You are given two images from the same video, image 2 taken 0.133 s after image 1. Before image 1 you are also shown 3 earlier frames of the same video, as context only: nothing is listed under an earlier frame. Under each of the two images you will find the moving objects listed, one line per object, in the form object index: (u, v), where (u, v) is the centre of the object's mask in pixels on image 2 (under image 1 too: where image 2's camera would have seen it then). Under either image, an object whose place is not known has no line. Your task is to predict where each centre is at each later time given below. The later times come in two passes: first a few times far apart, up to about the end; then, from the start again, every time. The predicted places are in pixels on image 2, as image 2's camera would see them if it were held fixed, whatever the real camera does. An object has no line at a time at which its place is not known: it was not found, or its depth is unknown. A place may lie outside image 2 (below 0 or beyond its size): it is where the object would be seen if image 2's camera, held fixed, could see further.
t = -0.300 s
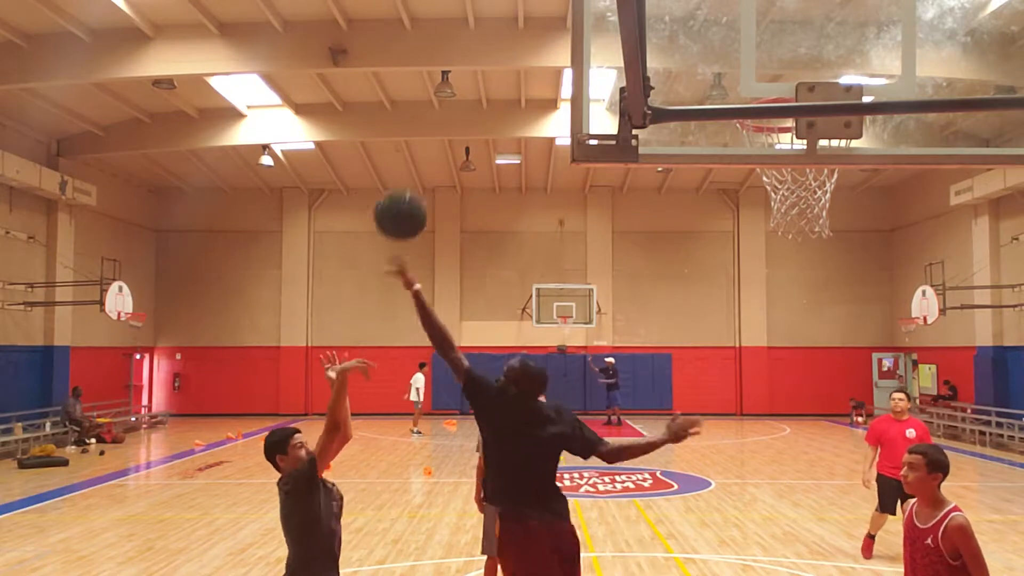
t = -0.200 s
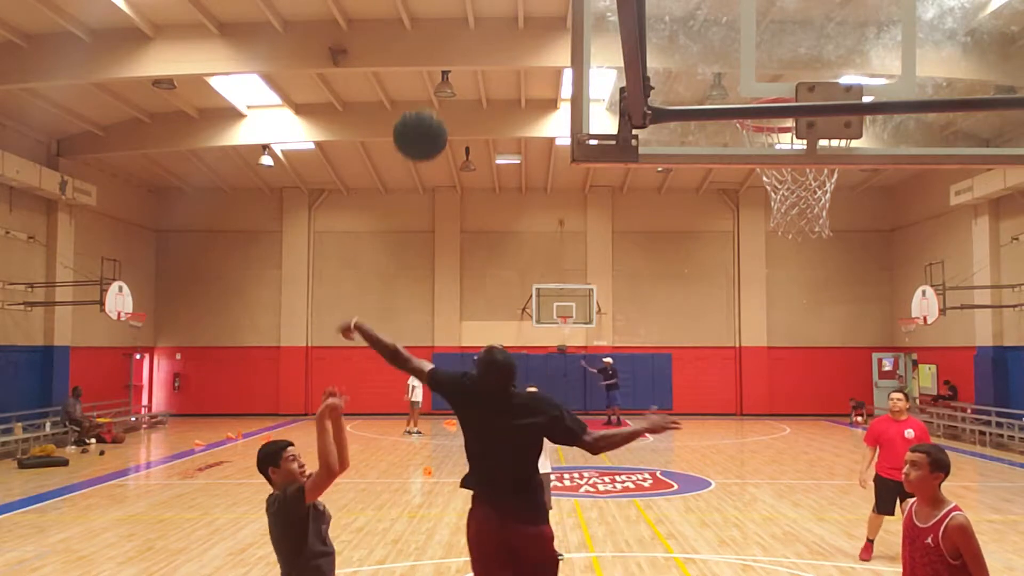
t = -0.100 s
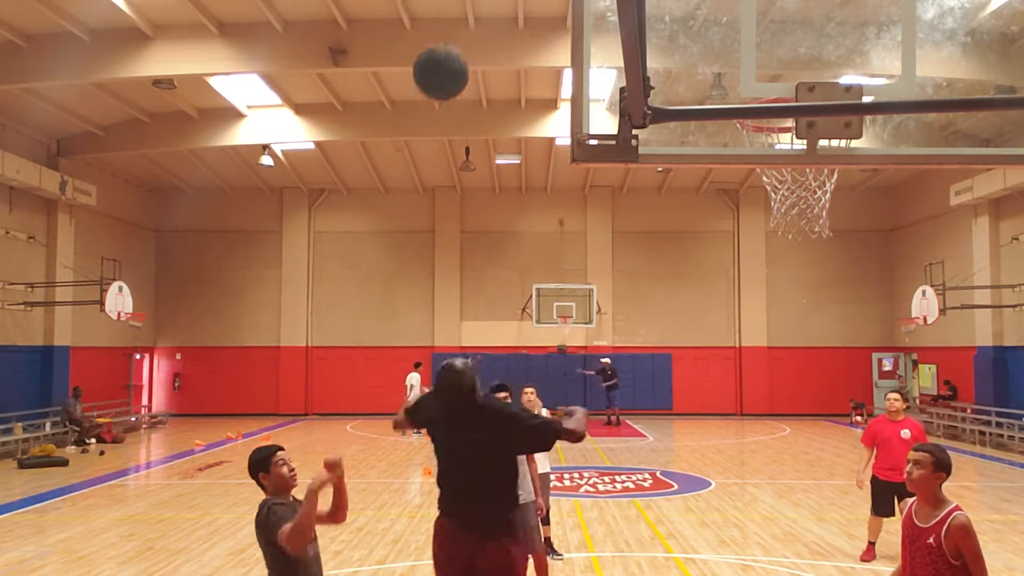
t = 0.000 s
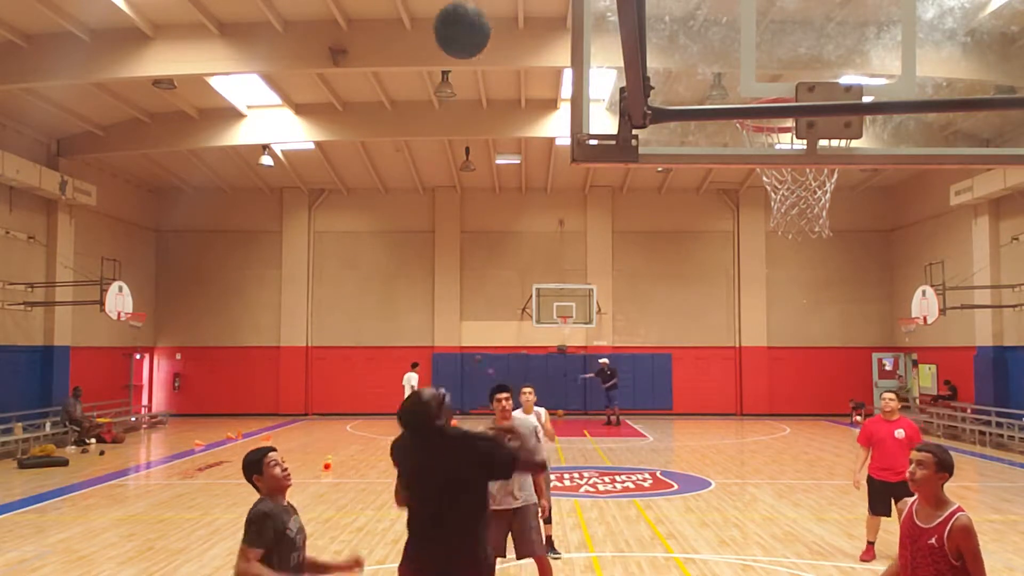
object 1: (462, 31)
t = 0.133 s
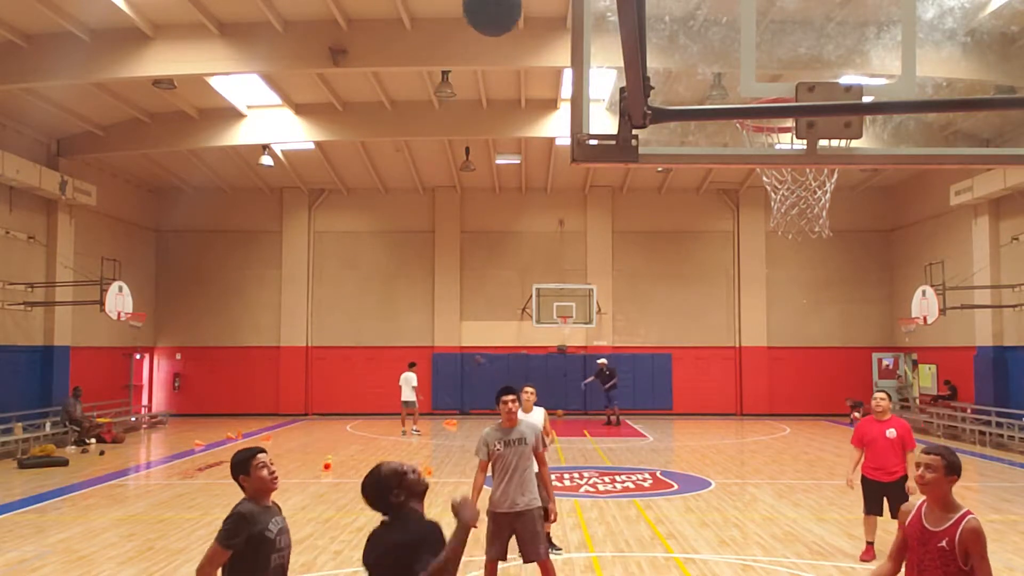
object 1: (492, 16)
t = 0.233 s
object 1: (516, 21)
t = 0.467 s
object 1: (511, 126)
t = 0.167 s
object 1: (501, 16)
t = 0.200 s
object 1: (508, 18)
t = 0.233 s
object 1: (516, 21)
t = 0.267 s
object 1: (525, 26)
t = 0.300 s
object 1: (533, 36)
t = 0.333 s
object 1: (542, 51)
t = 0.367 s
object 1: (542, 66)
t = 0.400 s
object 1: (532, 83)
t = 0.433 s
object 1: (521, 103)
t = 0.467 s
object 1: (511, 126)
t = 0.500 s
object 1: (500, 151)
